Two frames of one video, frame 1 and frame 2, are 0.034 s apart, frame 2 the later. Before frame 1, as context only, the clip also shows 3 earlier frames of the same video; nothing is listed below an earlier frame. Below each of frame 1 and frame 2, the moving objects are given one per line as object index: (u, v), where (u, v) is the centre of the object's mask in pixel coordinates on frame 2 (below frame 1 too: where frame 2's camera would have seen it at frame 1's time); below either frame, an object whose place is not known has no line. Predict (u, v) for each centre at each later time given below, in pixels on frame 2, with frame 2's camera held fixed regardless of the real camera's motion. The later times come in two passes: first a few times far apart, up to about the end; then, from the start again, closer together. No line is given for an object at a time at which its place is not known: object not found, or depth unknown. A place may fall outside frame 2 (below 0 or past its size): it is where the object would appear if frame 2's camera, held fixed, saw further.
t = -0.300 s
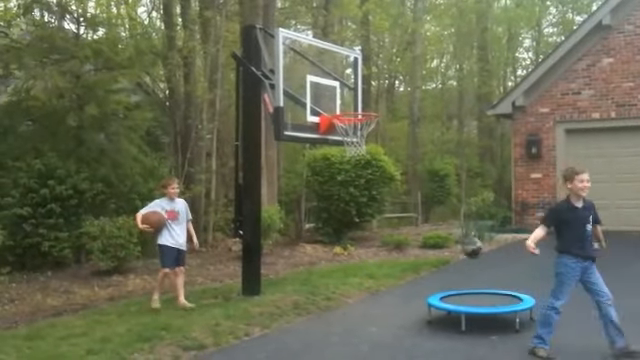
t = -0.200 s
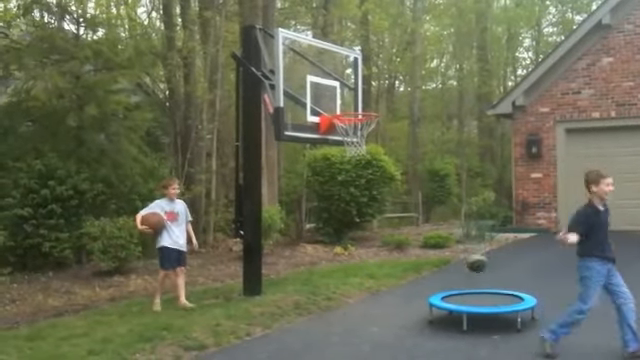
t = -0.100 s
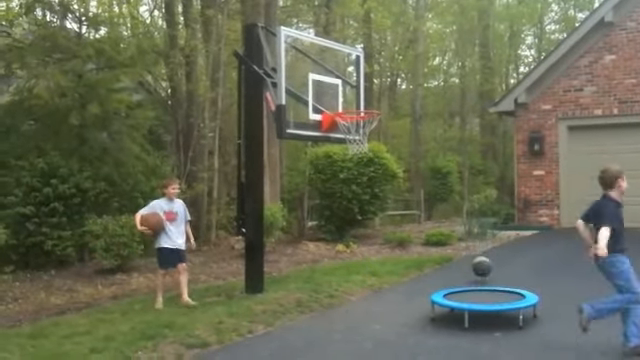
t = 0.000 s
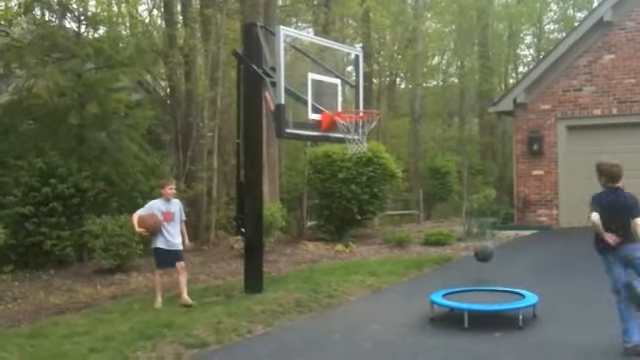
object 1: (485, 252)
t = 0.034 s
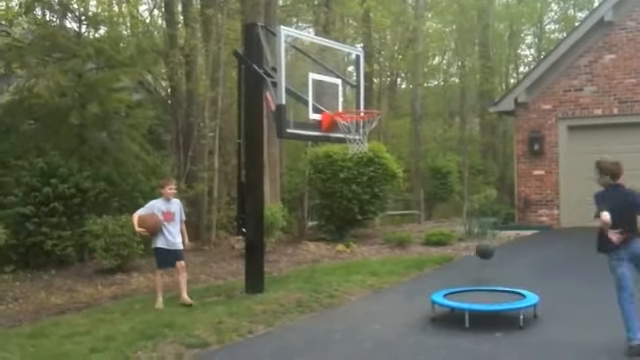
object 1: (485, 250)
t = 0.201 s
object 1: (488, 248)
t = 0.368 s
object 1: (496, 269)
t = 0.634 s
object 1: (501, 250)
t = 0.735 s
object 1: (504, 257)
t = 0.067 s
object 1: (486, 248)
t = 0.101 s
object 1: (486, 247)
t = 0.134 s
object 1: (487, 246)
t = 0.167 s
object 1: (487, 246)
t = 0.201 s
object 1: (488, 248)
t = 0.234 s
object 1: (489, 252)
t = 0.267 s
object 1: (490, 256)
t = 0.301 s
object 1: (492, 259)
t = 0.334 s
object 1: (494, 263)
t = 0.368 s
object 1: (496, 269)
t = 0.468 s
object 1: (497, 256)
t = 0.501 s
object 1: (498, 252)
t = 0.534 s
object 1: (499, 251)
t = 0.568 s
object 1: (500, 250)
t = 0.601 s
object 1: (501, 249)
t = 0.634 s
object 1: (501, 250)
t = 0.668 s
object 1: (503, 251)
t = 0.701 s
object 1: (503, 254)
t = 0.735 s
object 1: (504, 257)
